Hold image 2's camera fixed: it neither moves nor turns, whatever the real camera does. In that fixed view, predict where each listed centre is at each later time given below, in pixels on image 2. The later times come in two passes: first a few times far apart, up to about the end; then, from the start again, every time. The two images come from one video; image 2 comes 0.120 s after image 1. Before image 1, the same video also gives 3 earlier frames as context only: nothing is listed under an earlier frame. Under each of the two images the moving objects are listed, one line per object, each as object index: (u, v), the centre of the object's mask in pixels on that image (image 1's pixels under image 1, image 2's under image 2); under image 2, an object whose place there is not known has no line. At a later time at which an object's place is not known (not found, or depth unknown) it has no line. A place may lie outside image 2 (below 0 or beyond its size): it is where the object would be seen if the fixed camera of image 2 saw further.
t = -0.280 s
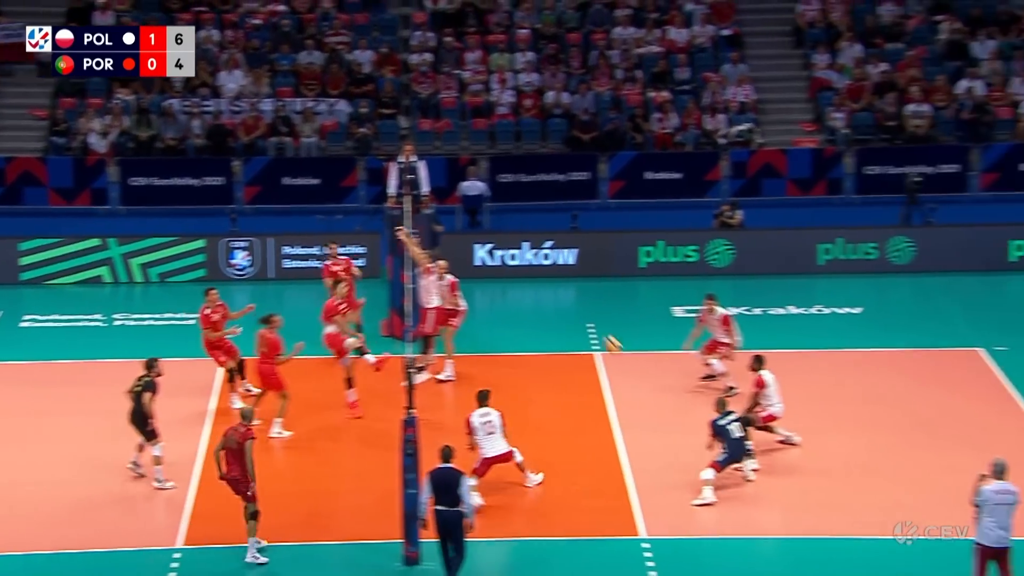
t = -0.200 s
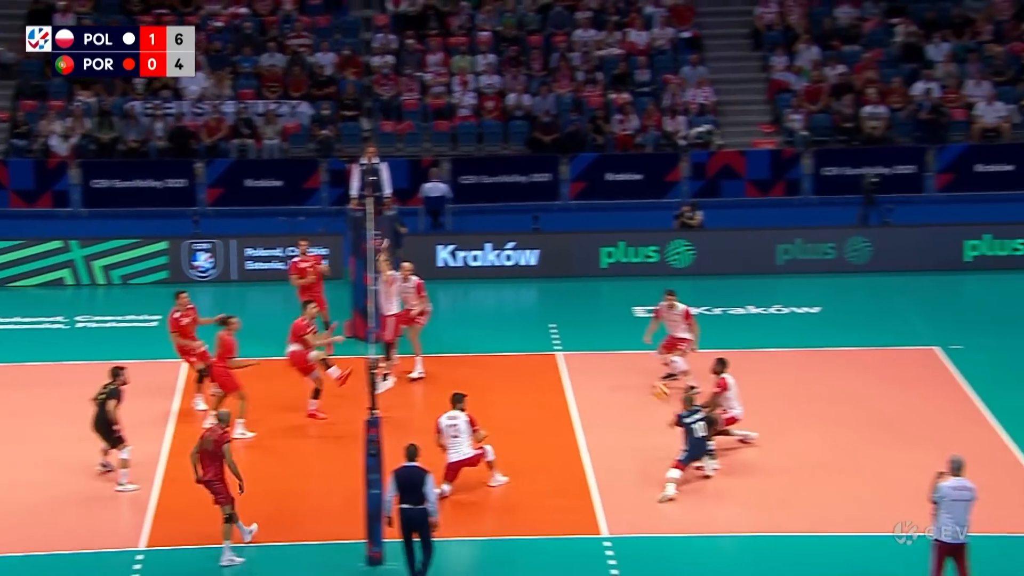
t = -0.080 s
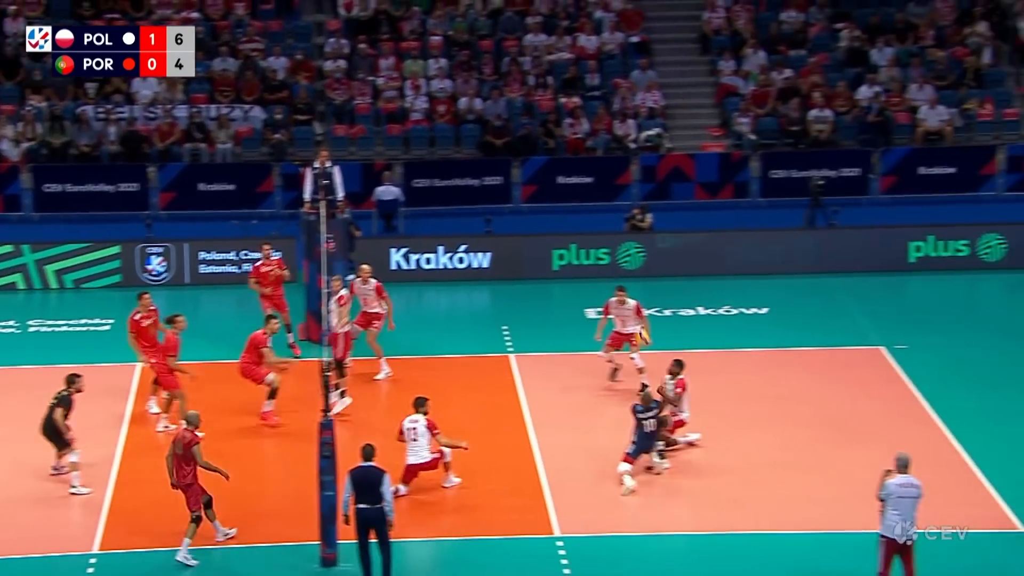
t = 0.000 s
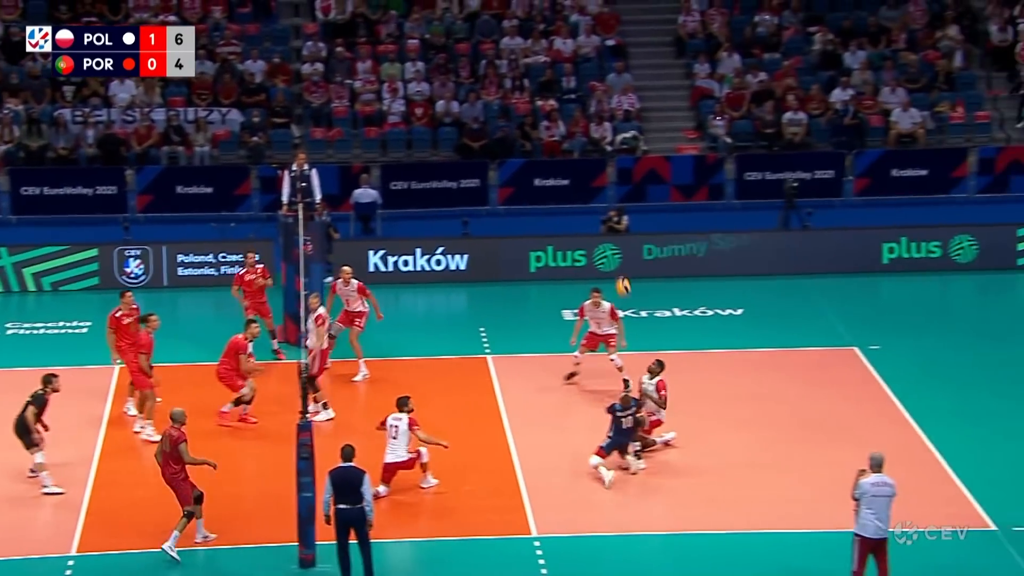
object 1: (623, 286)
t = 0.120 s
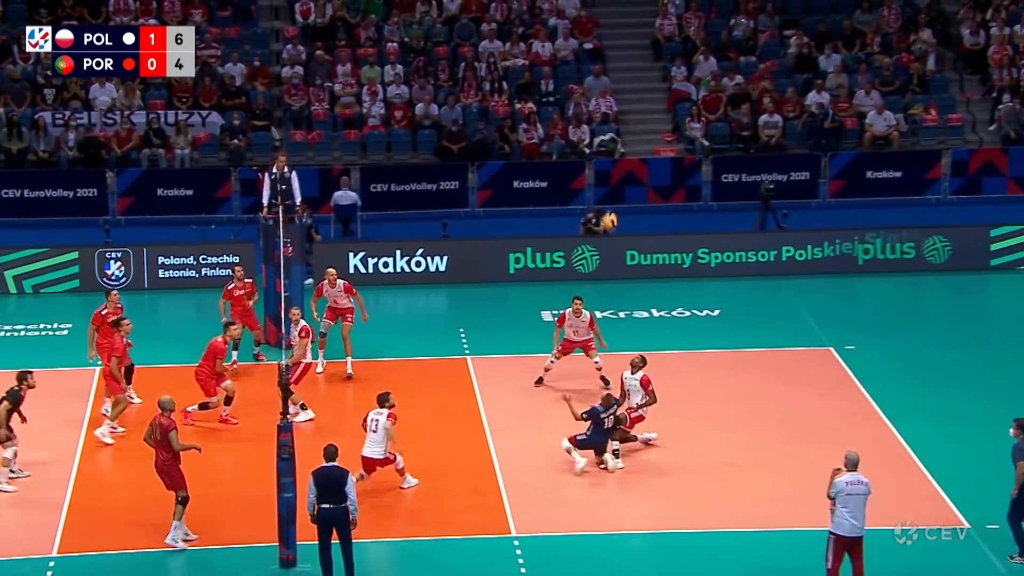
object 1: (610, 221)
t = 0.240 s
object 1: (619, 164)
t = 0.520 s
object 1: (645, 73)
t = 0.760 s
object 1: (666, 41)
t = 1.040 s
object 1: (690, 54)
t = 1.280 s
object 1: (708, 107)
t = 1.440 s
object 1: (719, 163)
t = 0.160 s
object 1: (612, 200)
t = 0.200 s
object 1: (616, 183)
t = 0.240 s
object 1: (619, 164)
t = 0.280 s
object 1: (623, 147)
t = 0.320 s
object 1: (626, 132)
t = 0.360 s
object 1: (630, 118)
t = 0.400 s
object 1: (633, 105)
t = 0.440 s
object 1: (637, 93)
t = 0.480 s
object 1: (640, 83)
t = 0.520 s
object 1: (645, 73)
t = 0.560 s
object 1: (648, 65)
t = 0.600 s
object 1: (652, 58)
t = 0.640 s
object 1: (655, 52)
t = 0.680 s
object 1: (659, 48)
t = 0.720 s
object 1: (662, 44)
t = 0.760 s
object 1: (666, 41)
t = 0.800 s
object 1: (669, 40)
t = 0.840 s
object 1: (673, 39)
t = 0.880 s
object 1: (677, 40)
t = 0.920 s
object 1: (680, 42)
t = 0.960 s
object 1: (683, 45)
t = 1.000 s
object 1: (687, 49)
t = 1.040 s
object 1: (690, 54)
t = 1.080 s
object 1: (693, 60)
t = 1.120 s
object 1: (696, 67)
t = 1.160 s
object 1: (699, 76)
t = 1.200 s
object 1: (702, 85)
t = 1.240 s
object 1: (705, 95)
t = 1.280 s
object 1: (708, 107)
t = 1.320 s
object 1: (711, 120)
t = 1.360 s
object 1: (714, 133)
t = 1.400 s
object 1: (716, 147)
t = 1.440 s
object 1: (719, 163)
